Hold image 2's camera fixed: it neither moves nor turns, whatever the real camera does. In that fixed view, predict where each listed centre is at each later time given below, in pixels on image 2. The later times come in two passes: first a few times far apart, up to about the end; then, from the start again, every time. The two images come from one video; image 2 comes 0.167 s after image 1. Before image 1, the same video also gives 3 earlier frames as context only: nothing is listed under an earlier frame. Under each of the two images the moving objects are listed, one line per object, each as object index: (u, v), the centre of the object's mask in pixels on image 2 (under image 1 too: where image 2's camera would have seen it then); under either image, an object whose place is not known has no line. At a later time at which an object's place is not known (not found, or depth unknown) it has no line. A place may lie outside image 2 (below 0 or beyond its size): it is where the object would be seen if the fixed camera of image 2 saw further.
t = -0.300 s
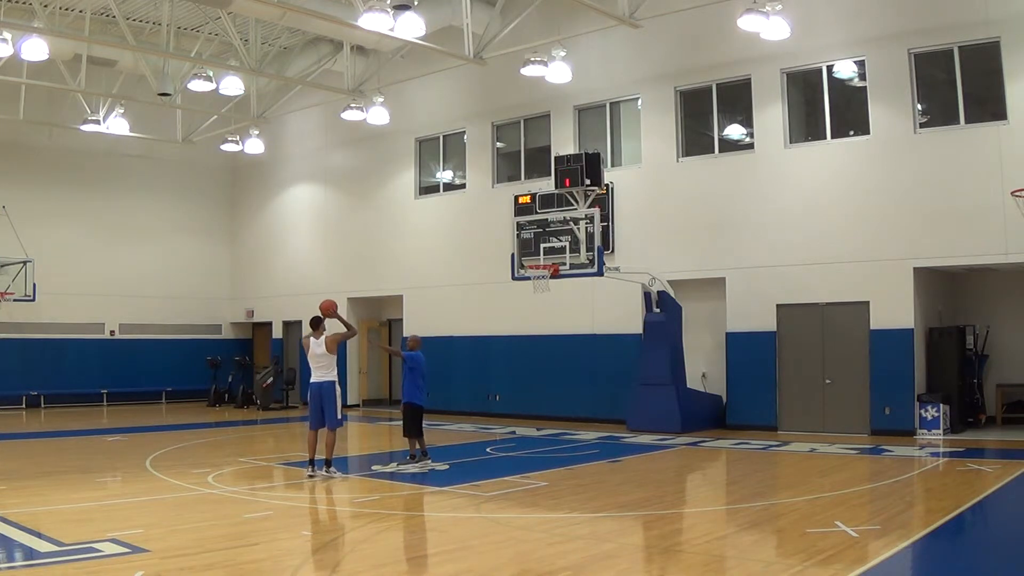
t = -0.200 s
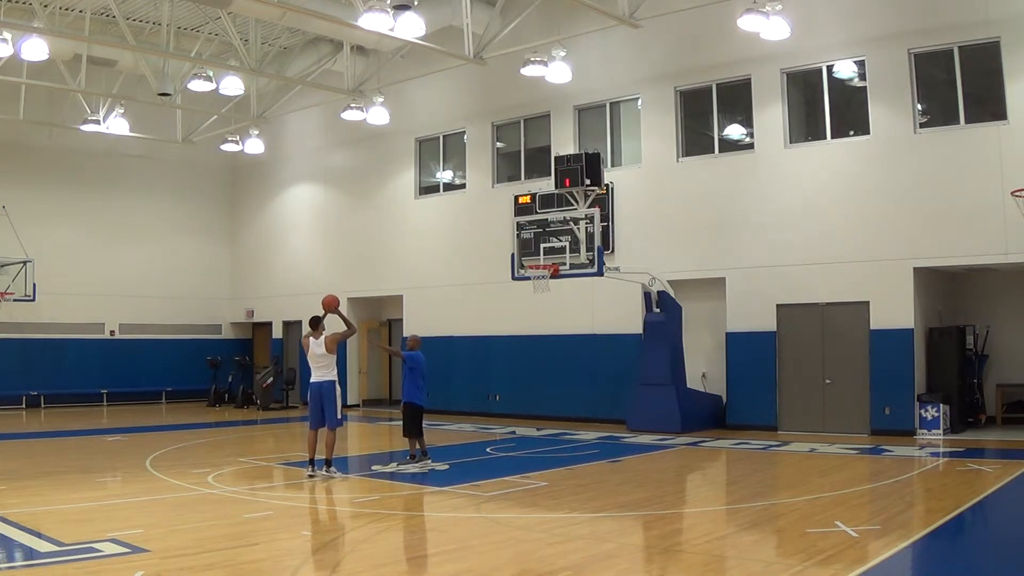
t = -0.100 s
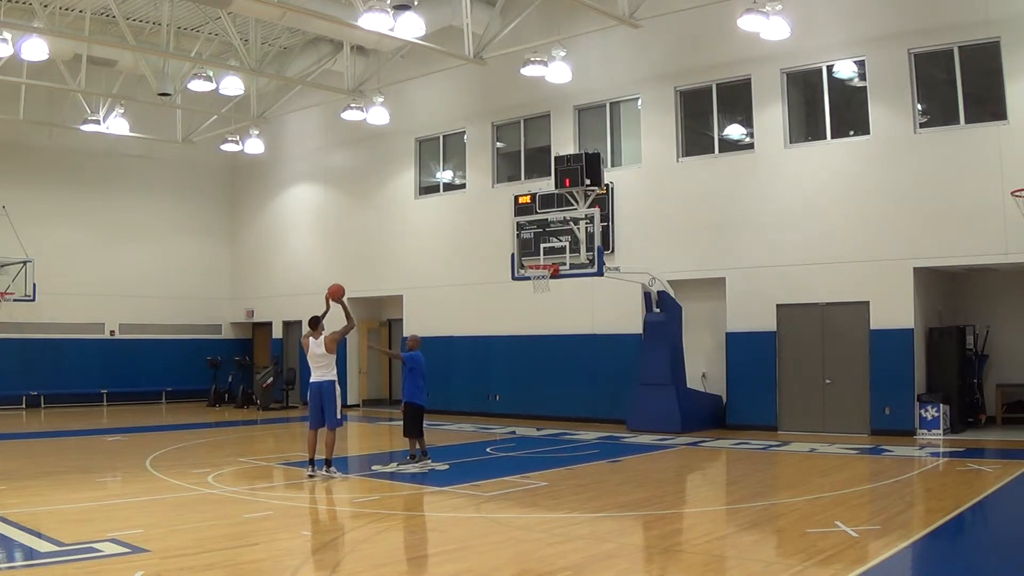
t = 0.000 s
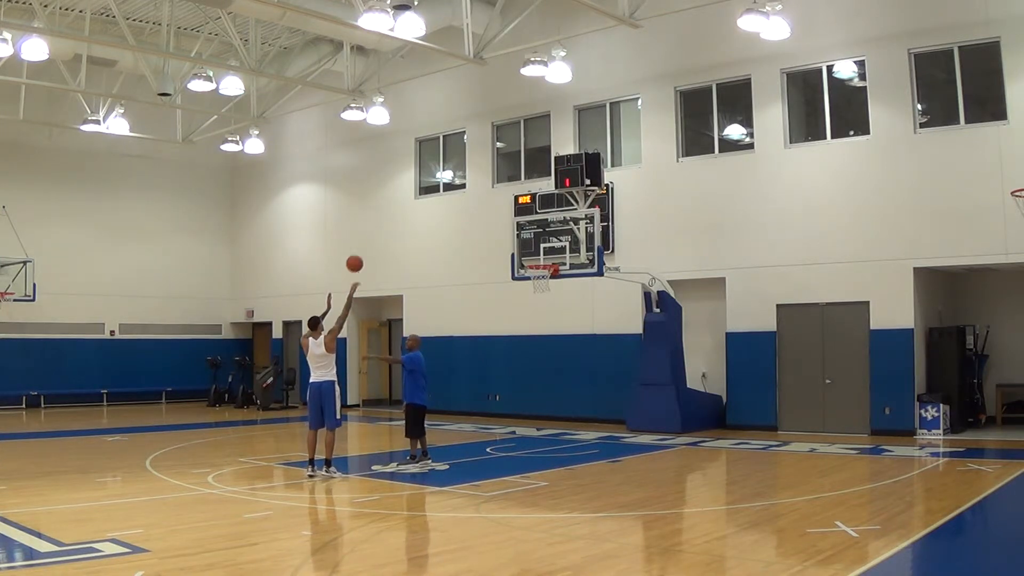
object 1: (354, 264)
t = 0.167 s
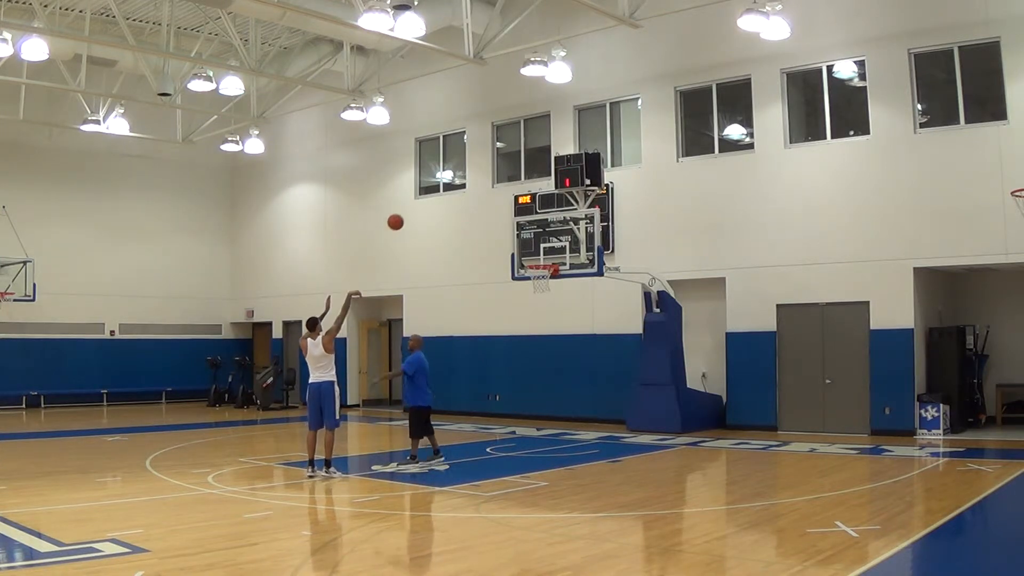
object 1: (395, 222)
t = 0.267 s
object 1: (418, 207)
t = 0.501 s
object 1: (467, 199)
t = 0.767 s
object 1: (518, 230)
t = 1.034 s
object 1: (533, 288)
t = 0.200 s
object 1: (403, 216)
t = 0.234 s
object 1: (411, 211)
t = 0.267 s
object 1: (418, 207)
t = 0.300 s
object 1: (426, 204)
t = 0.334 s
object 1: (433, 202)
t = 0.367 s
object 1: (440, 200)
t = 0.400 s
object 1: (447, 199)
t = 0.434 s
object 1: (454, 198)
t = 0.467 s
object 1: (461, 199)
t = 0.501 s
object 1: (467, 199)
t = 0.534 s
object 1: (474, 201)
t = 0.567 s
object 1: (480, 204)
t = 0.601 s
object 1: (487, 206)
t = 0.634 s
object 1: (493, 210)
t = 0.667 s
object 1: (500, 214)
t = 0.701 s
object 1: (505, 219)
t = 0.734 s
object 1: (512, 225)
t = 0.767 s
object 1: (518, 230)
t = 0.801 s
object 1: (524, 237)
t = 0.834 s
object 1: (530, 245)
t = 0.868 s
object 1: (535, 251)
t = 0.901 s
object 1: (541, 259)
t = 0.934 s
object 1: (545, 267)
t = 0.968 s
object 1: (541, 275)
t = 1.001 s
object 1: (536, 283)
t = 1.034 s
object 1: (533, 288)
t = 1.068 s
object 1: (531, 292)
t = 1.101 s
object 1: (528, 297)
